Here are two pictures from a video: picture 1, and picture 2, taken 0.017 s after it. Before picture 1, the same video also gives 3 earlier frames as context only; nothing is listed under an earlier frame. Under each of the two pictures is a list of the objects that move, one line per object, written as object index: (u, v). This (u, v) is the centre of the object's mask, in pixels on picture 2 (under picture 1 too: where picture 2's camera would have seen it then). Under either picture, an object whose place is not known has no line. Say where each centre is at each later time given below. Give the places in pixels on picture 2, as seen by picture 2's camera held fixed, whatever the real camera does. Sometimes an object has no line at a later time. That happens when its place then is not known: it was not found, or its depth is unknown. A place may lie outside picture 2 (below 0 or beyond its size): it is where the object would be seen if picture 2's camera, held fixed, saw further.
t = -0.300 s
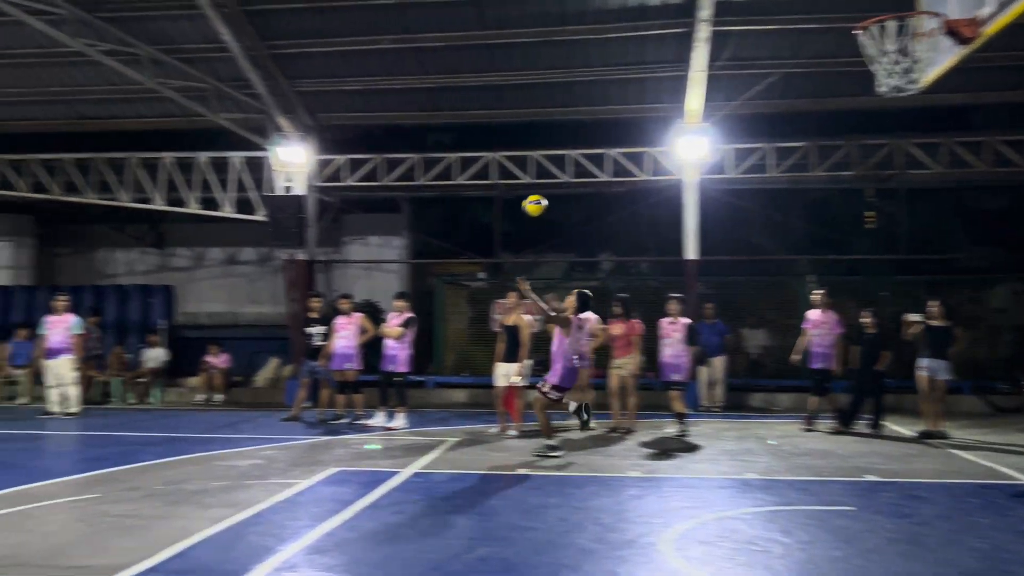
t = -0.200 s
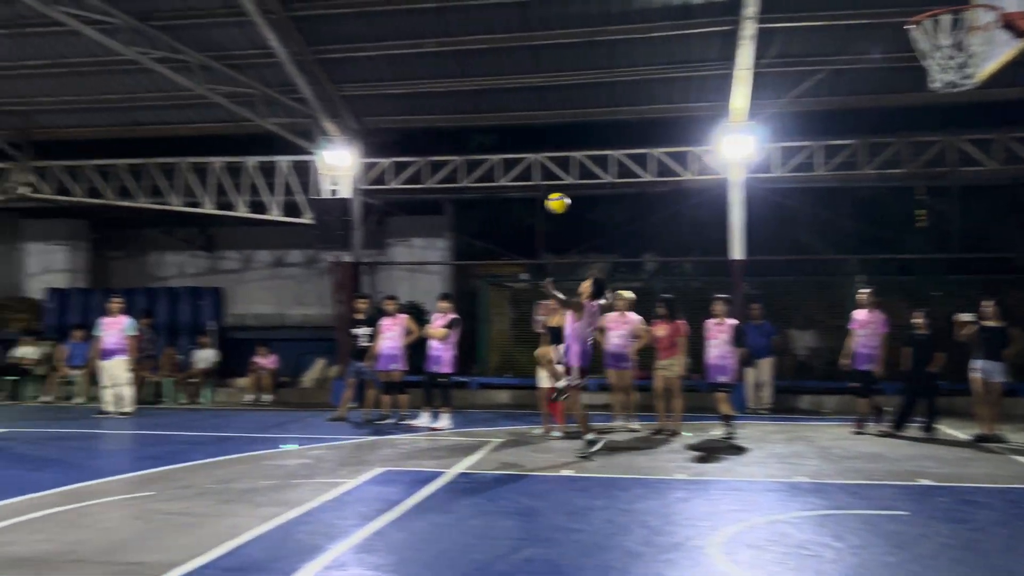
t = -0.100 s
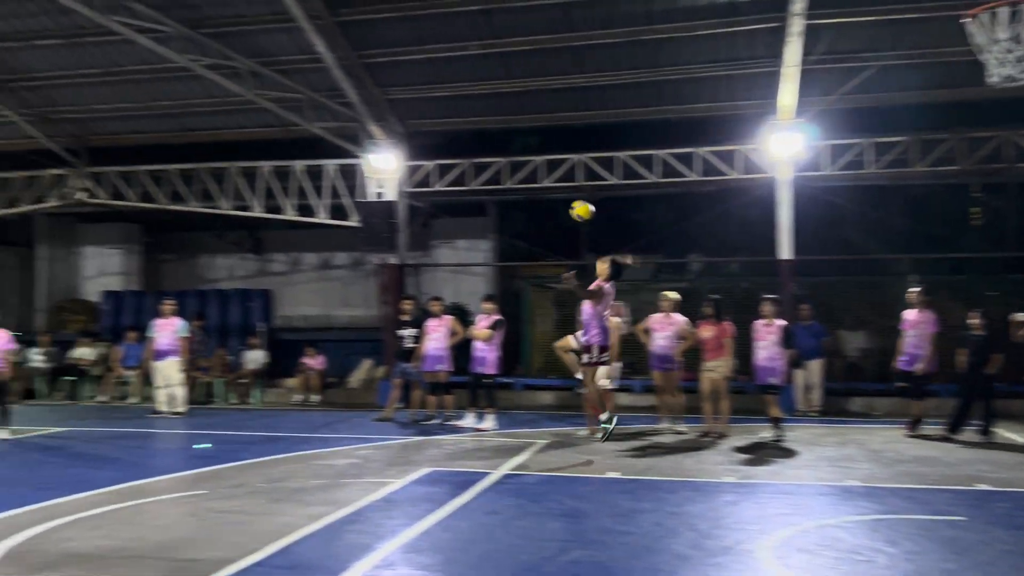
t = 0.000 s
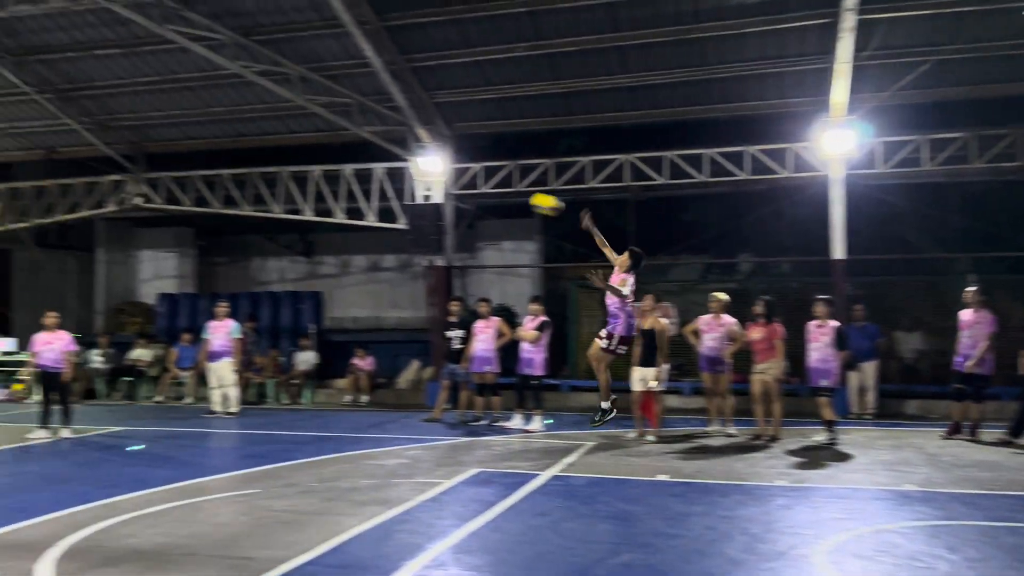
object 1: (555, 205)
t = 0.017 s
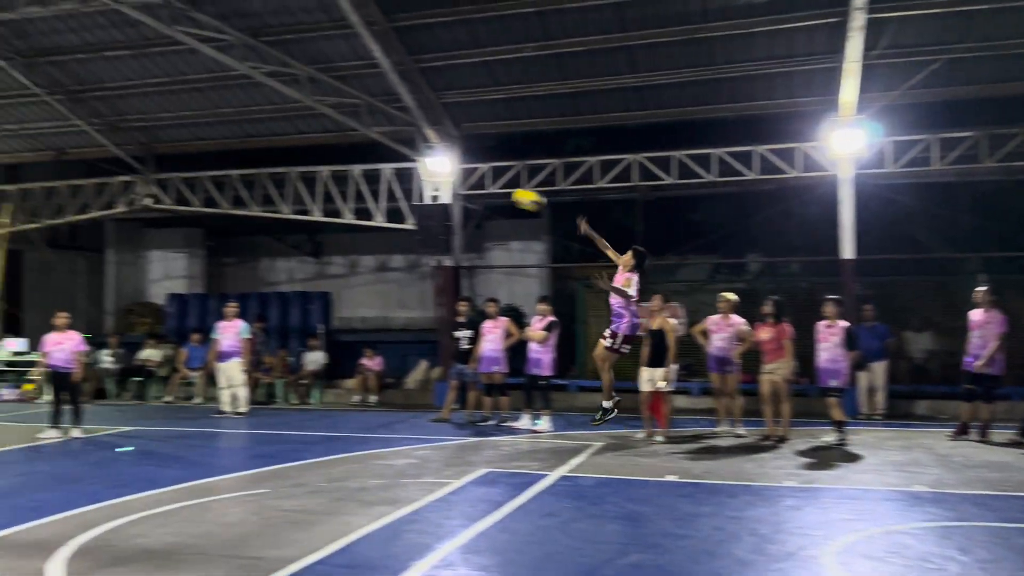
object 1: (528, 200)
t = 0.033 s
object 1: (503, 195)
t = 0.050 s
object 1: (477, 191)
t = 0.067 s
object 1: (454, 187)
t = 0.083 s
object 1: (425, 181)
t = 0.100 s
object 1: (402, 178)
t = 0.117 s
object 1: (377, 175)
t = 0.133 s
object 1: (352, 172)
